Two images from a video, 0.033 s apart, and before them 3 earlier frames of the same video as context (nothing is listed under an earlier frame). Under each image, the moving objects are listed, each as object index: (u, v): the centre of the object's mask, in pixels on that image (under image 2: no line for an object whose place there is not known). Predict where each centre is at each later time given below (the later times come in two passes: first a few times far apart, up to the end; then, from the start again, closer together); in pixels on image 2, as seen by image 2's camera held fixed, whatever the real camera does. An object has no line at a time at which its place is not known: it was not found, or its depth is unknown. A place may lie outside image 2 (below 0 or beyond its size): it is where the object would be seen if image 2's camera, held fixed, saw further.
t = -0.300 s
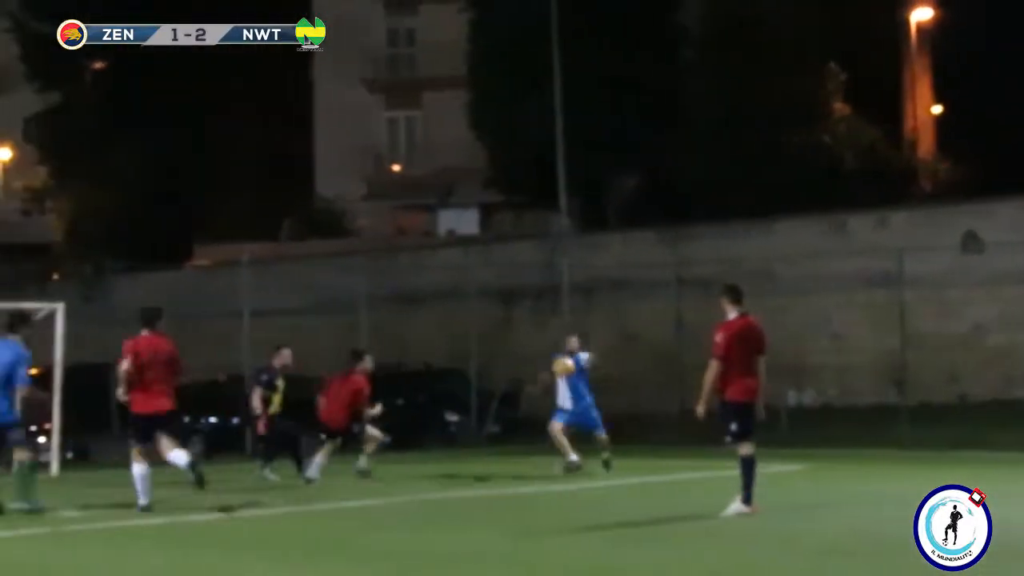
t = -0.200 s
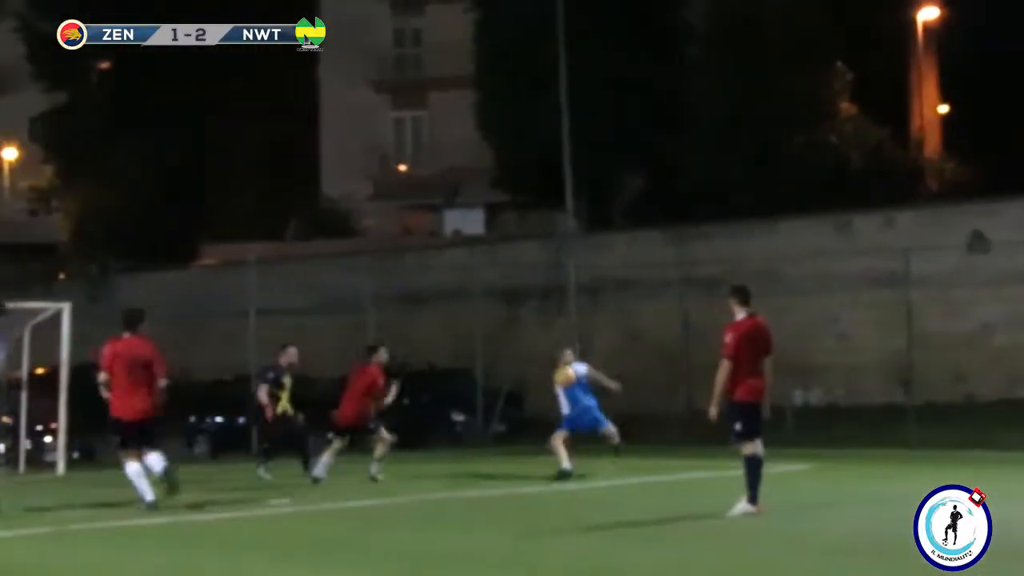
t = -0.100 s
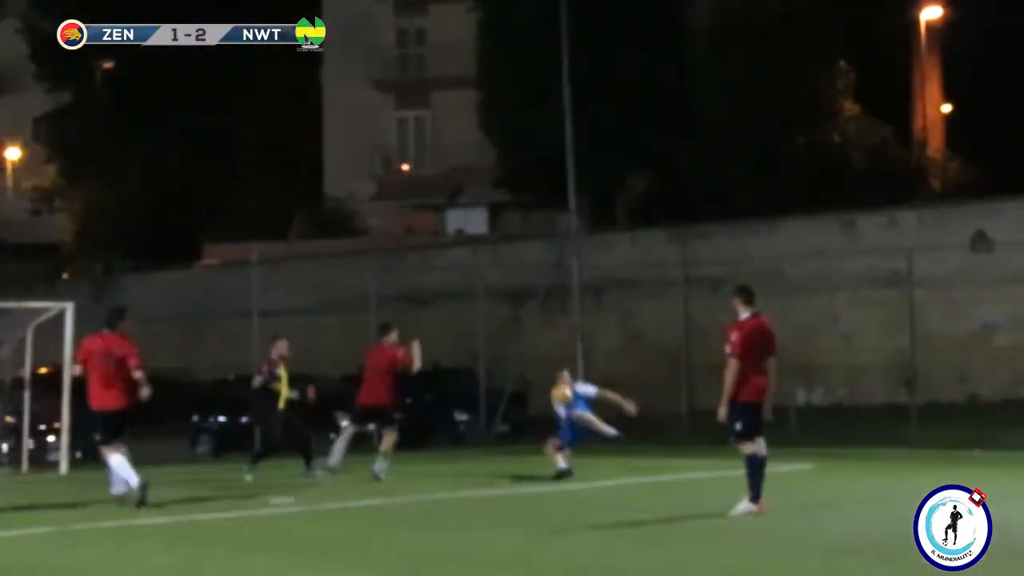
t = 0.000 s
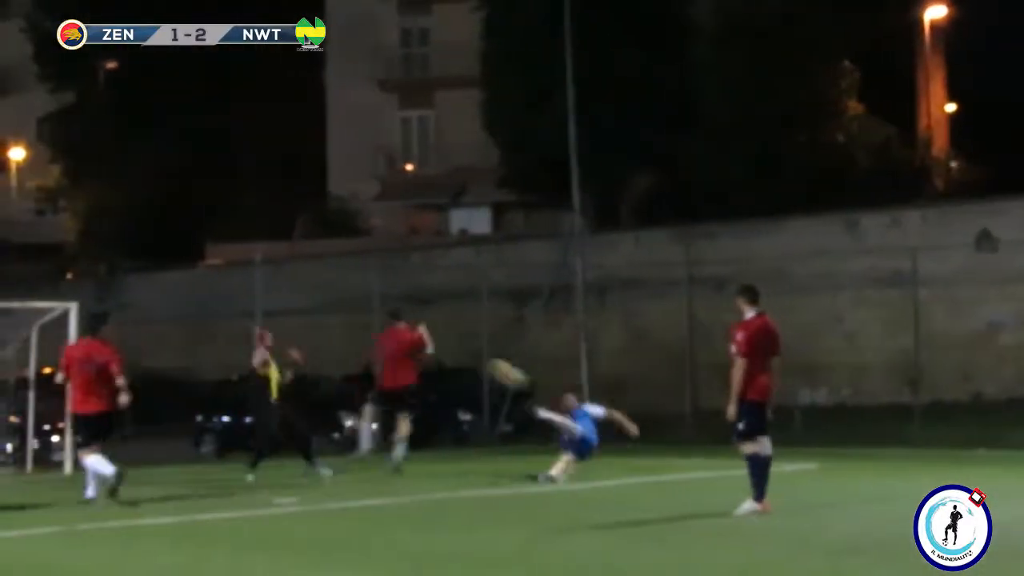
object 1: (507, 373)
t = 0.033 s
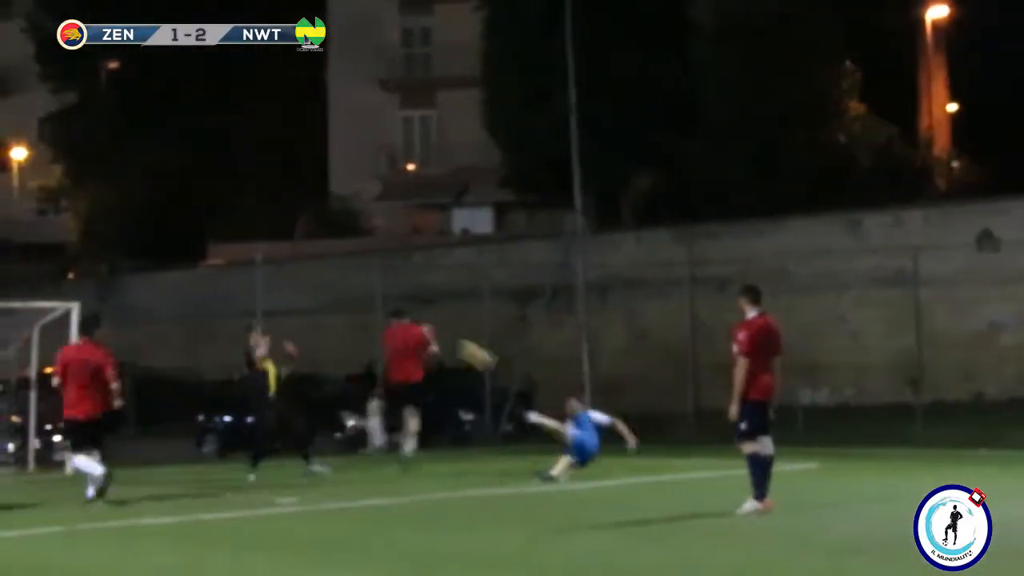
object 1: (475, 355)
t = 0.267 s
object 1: (274, 274)
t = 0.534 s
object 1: (97, 255)
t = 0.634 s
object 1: (45, 264)
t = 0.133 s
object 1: (381, 311)
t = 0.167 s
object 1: (354, 300)
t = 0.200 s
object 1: (327, 290)
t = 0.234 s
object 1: (300, 282)
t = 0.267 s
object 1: (274, 274)
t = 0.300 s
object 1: (251, 268)
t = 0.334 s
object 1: (225, 264)
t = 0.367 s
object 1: (203, 259)
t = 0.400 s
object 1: (180, 257)
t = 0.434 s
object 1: (158, 255)
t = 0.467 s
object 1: (137, 254)
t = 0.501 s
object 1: (118, 255)
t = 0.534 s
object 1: (97, 255)
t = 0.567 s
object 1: (77, 257)
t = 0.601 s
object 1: (58, 260)
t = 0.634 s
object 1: (45, 264)
